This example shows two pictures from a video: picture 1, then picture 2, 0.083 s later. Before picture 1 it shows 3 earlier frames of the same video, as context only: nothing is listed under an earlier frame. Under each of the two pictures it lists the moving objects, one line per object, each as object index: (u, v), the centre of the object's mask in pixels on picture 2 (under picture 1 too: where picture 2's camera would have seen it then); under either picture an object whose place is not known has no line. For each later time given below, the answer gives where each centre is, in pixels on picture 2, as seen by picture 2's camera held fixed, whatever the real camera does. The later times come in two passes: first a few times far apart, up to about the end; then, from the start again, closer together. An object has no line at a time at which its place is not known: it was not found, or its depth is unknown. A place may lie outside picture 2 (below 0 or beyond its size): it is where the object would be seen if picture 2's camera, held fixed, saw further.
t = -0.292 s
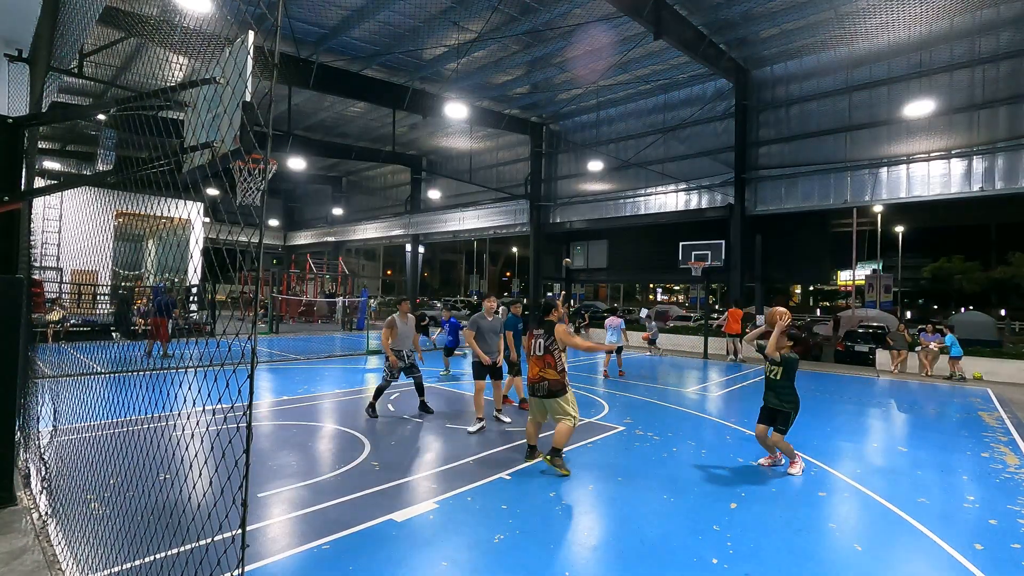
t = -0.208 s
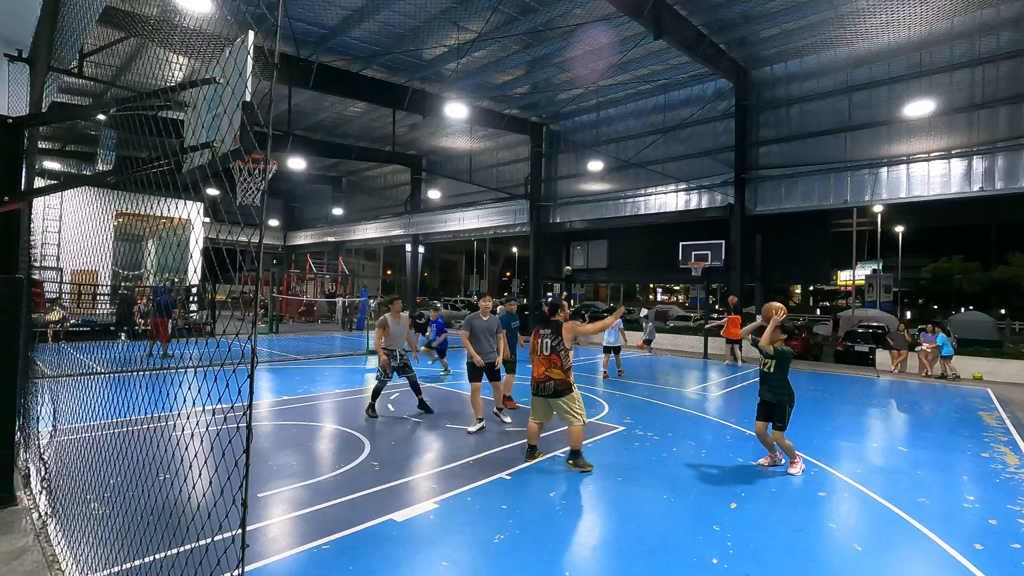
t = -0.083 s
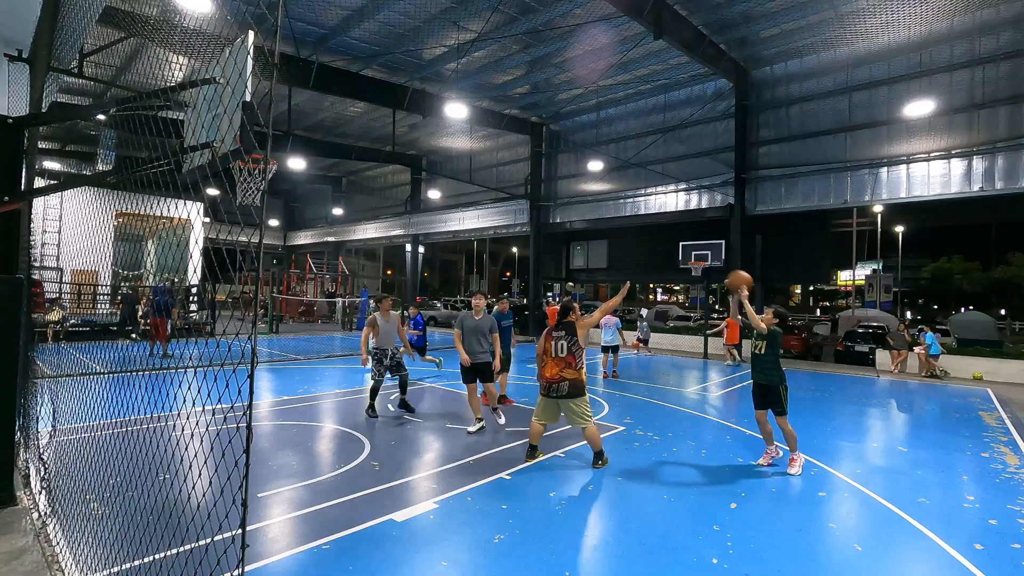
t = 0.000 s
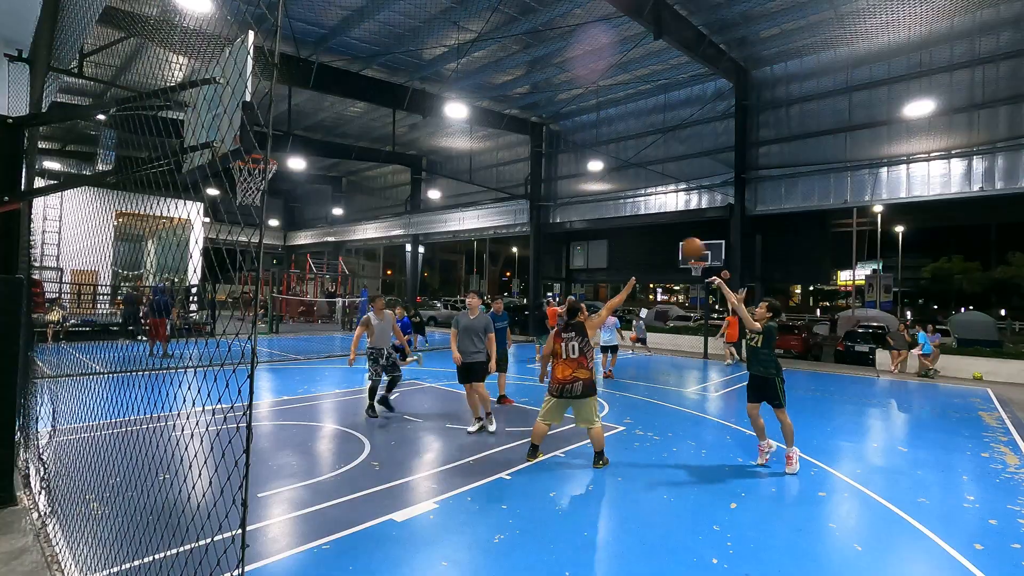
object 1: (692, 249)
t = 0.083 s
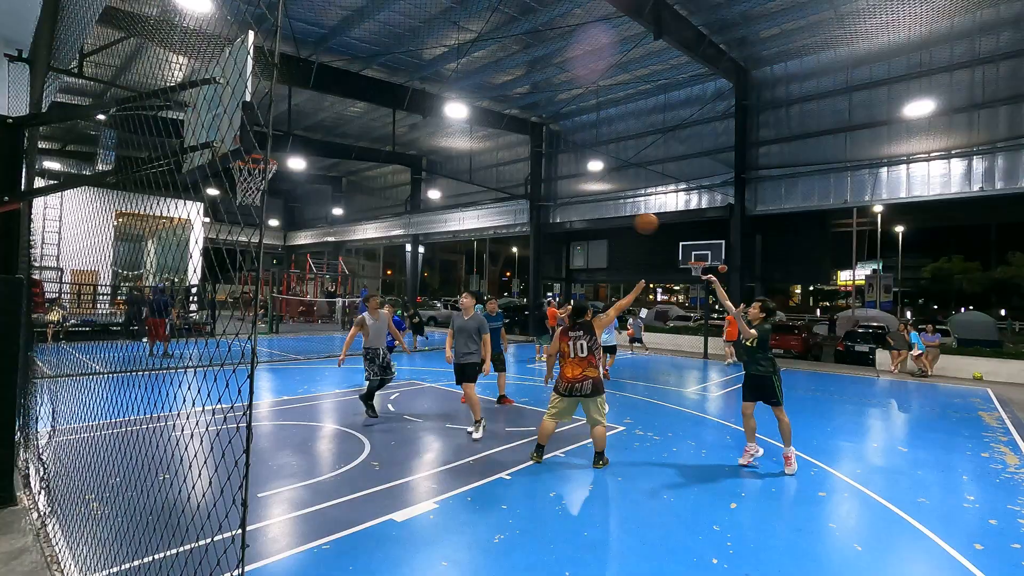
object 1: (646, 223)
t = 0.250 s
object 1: (559, 193)
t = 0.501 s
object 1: (444, 193)
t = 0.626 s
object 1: (390, 211)
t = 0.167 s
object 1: (602, 204)
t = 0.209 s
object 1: (580, 198)
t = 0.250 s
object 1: (559, 193)
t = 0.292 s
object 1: (538, 189)
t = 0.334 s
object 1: (519, 187)
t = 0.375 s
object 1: (499, 187)
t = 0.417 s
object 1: (480, 188)
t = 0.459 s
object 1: (461, 190)
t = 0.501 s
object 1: (444, 193)
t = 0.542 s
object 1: (423, 199)
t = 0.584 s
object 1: (407, 204)
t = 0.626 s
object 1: (390, 211)
